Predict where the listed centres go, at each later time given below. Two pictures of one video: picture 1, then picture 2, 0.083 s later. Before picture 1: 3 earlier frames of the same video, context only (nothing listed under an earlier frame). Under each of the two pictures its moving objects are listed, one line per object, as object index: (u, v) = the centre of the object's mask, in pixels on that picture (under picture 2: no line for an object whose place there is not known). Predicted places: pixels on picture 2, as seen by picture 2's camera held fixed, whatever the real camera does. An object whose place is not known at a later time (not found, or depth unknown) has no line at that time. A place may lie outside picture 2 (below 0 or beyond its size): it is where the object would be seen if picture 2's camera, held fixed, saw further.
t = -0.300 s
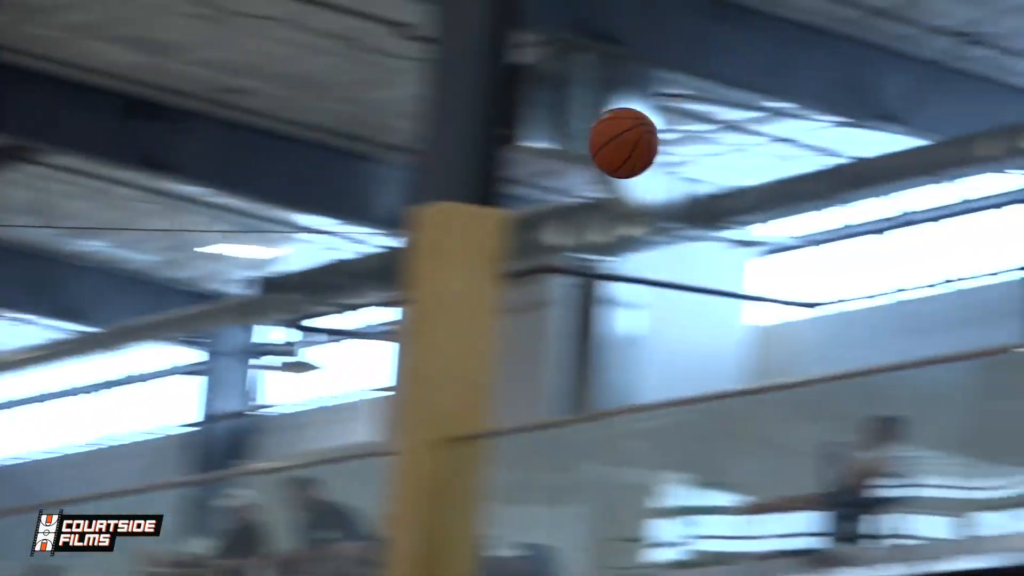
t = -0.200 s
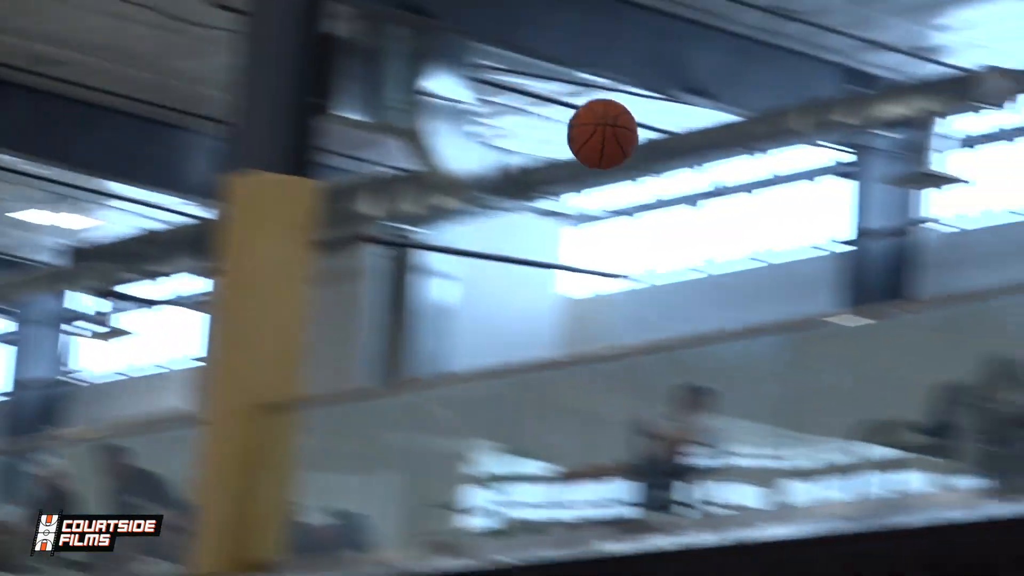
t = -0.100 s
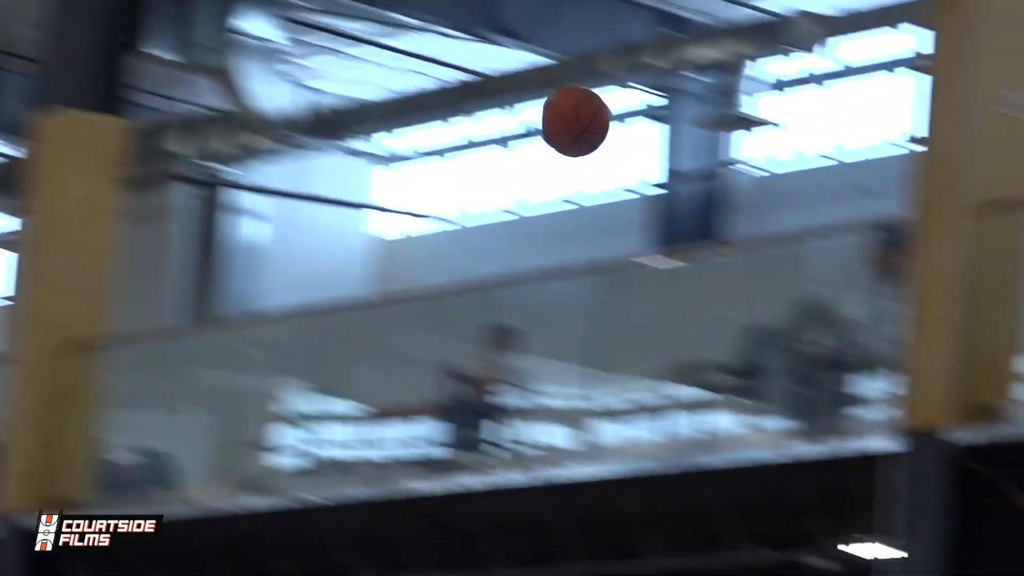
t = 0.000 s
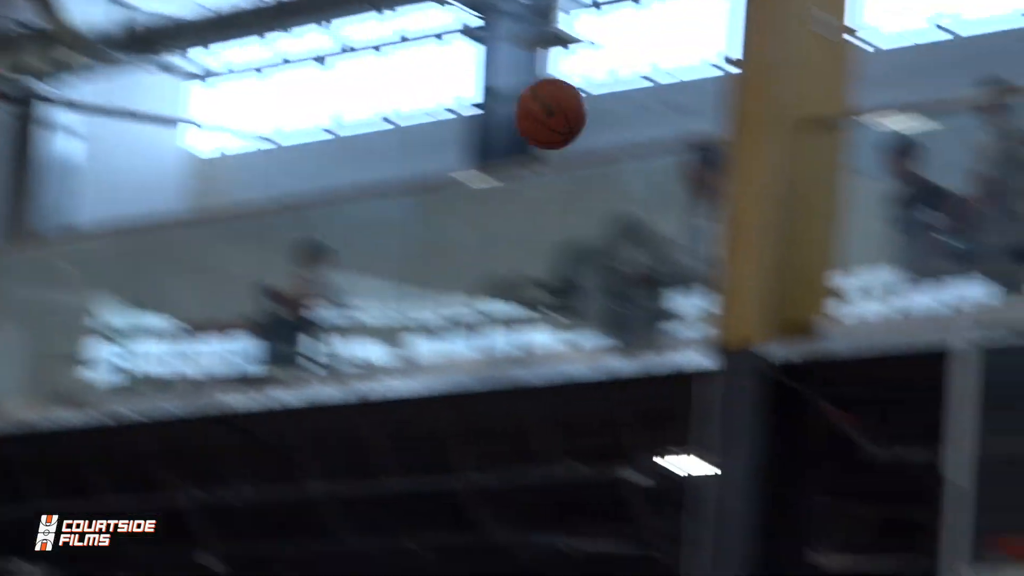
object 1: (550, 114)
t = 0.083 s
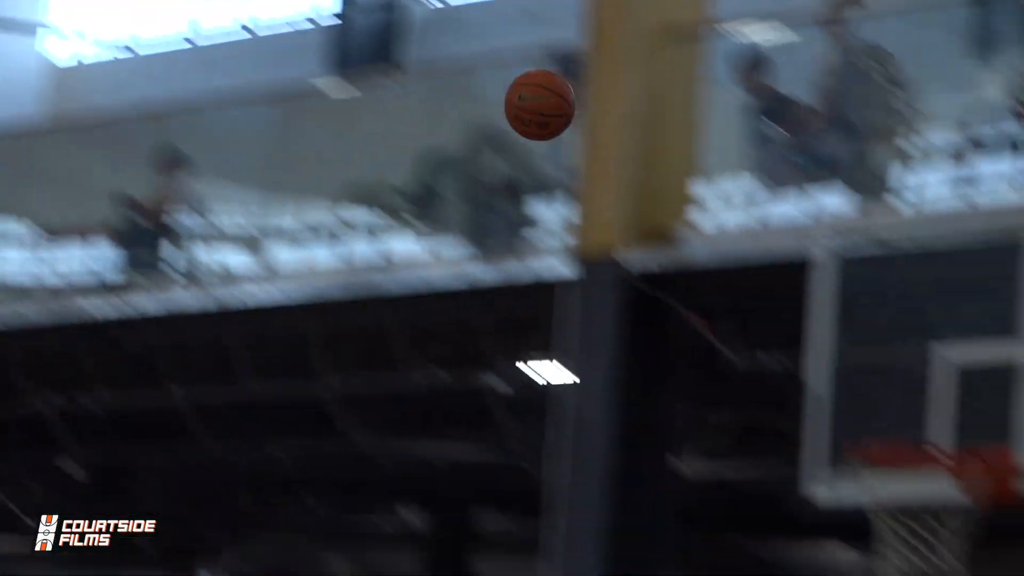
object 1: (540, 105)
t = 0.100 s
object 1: (564, 124)
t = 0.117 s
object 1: (589, 144)
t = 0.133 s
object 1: (613, 164)
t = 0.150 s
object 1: (638, 186)
